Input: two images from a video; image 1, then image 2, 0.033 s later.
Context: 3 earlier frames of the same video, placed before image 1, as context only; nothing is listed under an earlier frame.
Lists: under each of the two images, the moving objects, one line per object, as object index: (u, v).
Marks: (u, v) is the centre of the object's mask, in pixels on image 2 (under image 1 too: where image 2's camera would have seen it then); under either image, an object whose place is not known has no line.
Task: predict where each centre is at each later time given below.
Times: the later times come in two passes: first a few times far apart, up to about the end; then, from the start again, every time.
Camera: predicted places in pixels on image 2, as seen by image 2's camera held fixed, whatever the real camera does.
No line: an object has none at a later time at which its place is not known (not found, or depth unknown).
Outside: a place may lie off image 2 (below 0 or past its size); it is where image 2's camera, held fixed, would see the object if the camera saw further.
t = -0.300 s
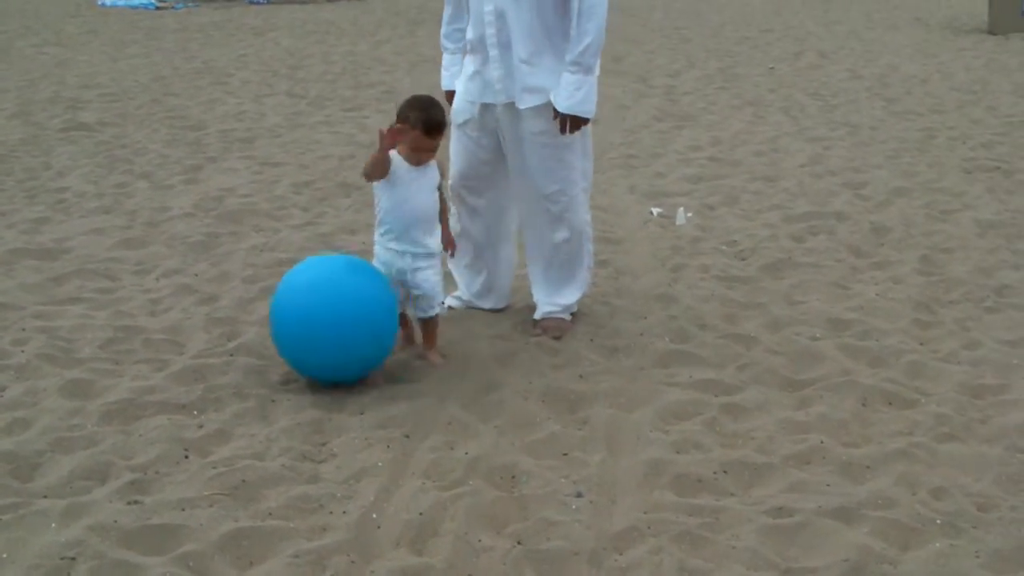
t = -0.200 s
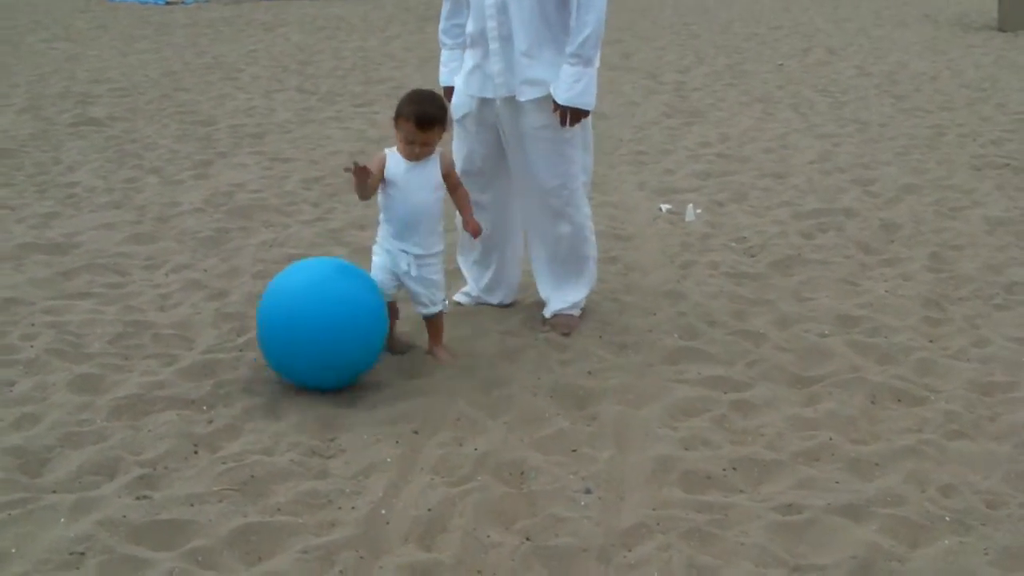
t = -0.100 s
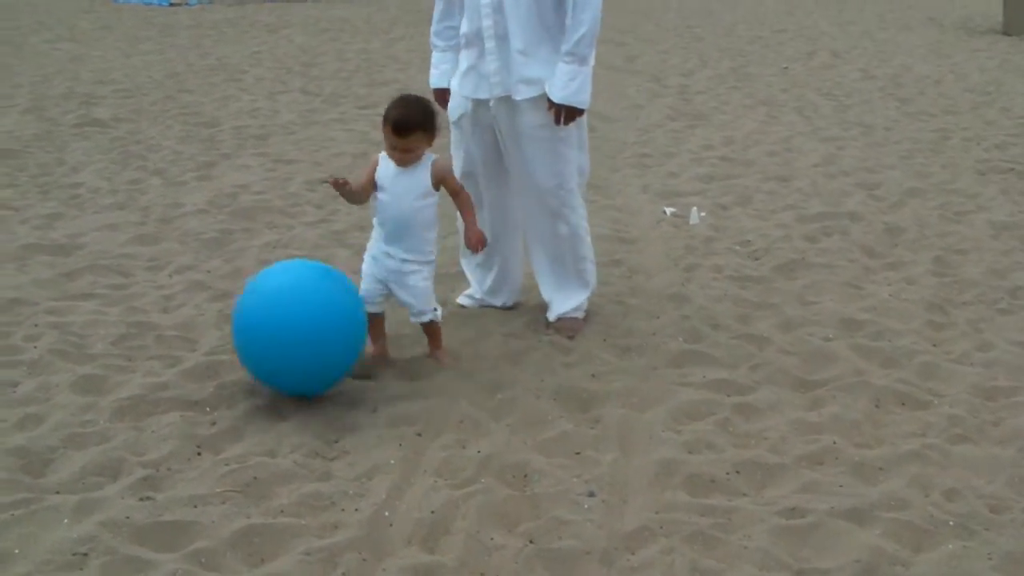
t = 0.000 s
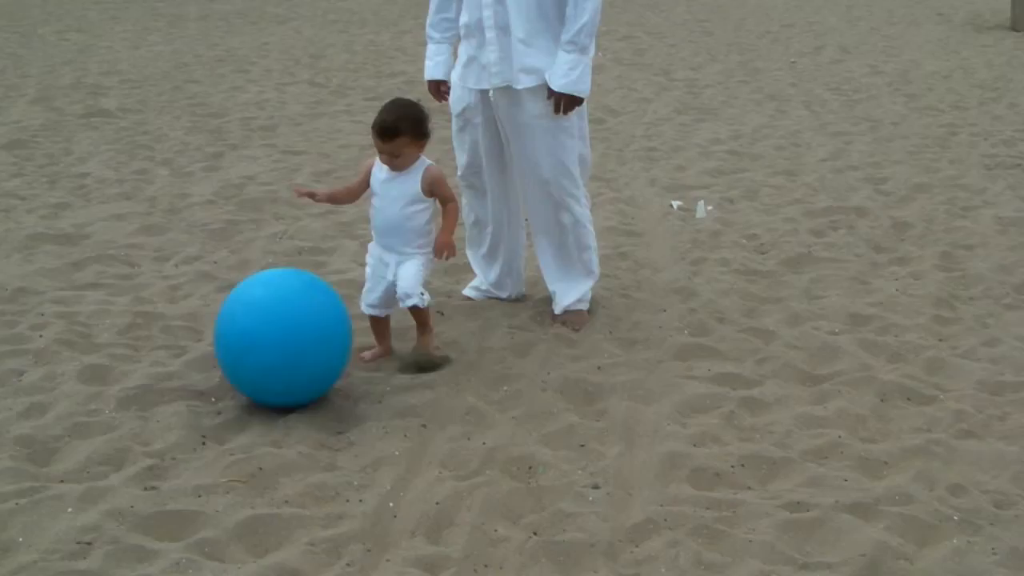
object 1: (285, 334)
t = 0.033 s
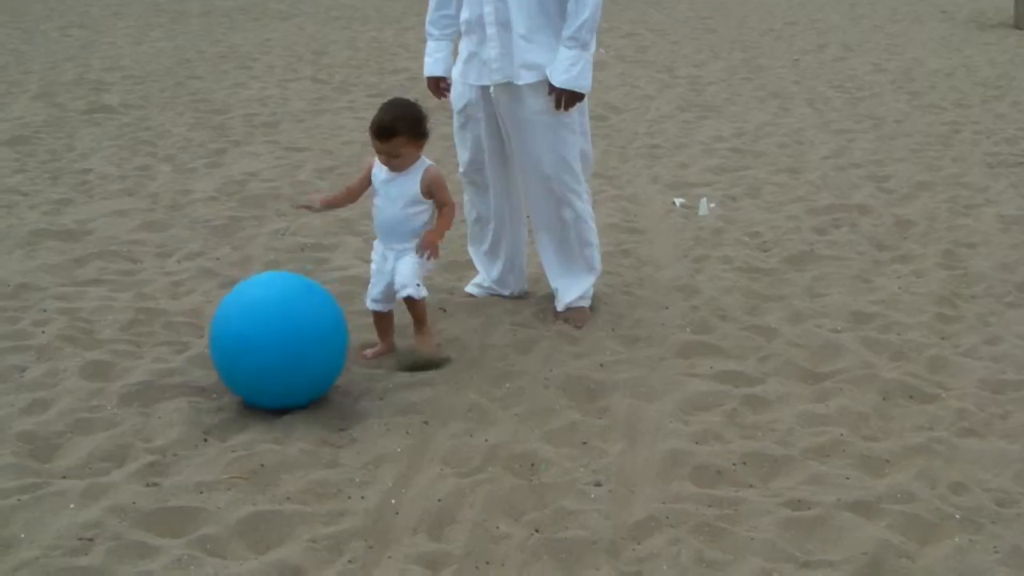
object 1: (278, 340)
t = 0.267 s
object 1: (244, 359)
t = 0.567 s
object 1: (197, 374)
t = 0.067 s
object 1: (274, 341)
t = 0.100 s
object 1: (269, 344)
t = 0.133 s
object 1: (265, 348)
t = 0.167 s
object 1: (260, 351)
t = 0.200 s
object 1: (255, 355)
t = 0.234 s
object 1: (250, 356)
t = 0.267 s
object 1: (244, 359)
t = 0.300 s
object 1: (240, 361)
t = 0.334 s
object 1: (234, 363)
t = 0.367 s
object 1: (229, 364)
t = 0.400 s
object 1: (225, 366)
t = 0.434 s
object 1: (219, 368)
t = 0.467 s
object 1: (214, 370)
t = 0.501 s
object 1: (209, 371)
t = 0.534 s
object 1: (203, 373)
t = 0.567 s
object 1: (197, 374)
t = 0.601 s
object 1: (191, 376)
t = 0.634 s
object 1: (185, 377)
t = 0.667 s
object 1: (179, 378)
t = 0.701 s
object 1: (173, 379)
